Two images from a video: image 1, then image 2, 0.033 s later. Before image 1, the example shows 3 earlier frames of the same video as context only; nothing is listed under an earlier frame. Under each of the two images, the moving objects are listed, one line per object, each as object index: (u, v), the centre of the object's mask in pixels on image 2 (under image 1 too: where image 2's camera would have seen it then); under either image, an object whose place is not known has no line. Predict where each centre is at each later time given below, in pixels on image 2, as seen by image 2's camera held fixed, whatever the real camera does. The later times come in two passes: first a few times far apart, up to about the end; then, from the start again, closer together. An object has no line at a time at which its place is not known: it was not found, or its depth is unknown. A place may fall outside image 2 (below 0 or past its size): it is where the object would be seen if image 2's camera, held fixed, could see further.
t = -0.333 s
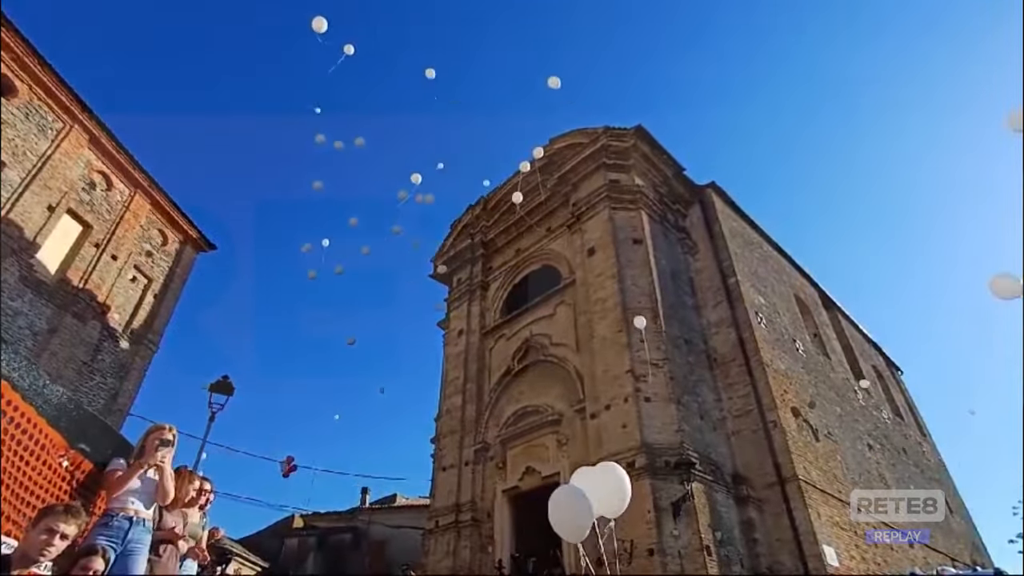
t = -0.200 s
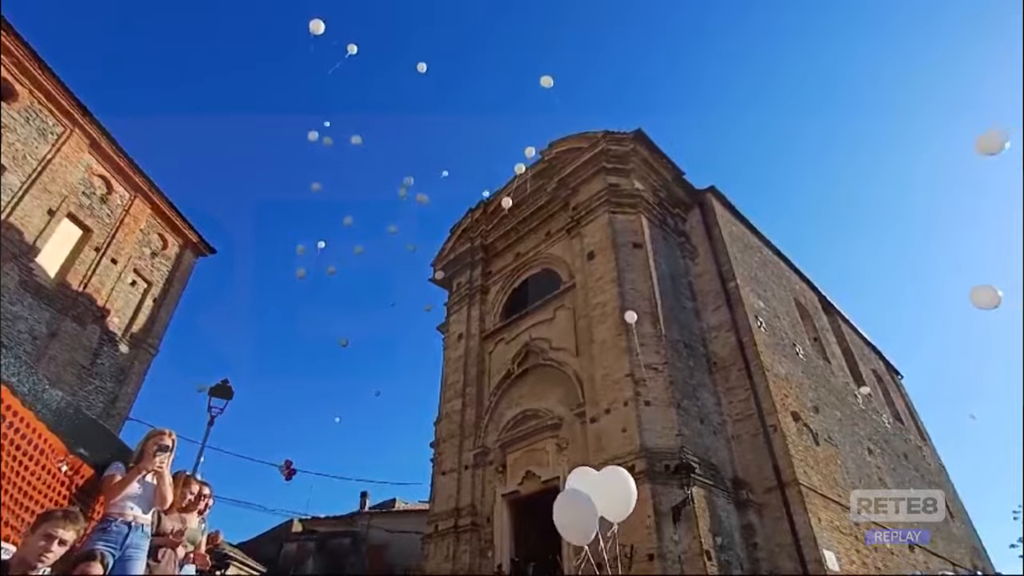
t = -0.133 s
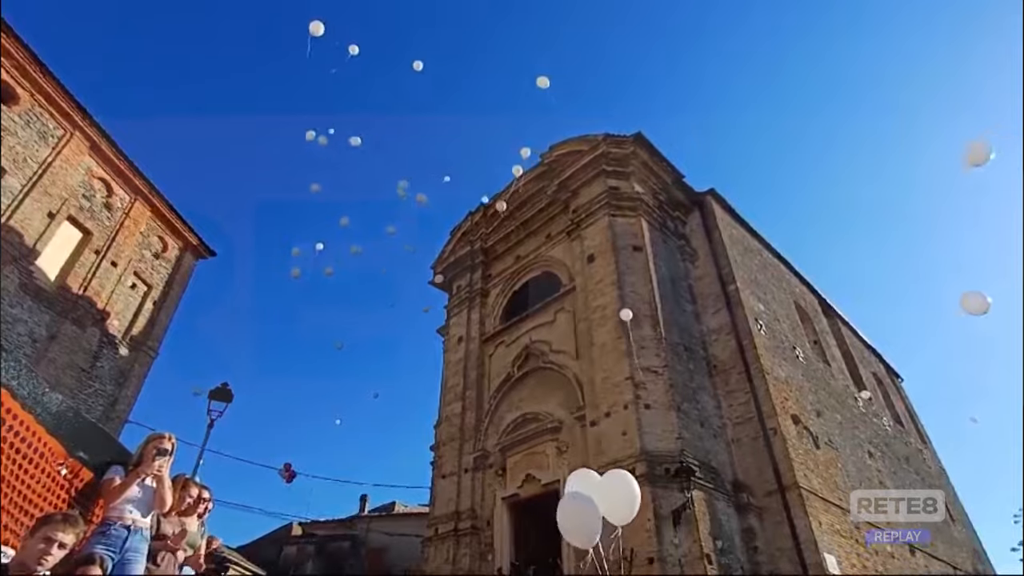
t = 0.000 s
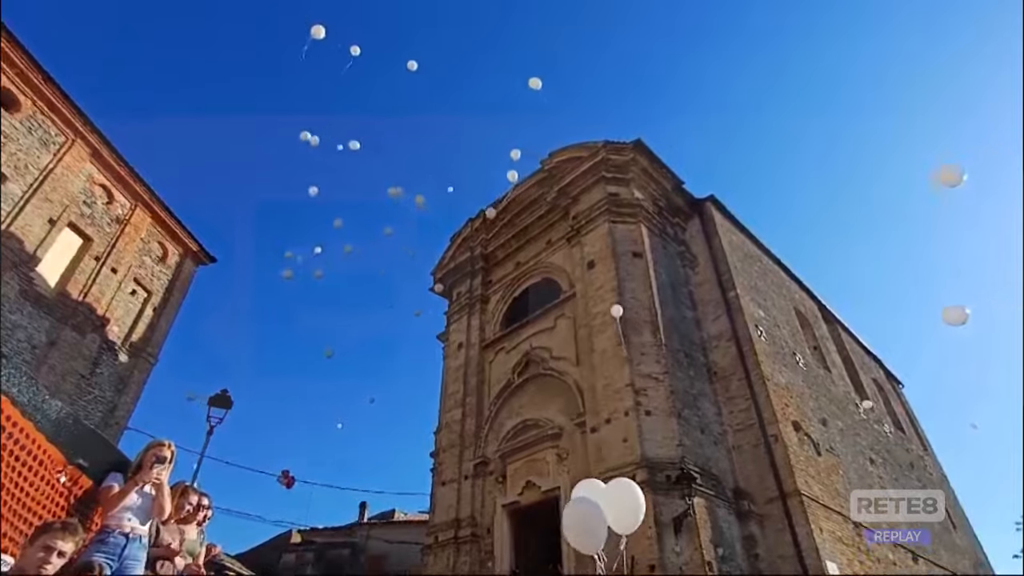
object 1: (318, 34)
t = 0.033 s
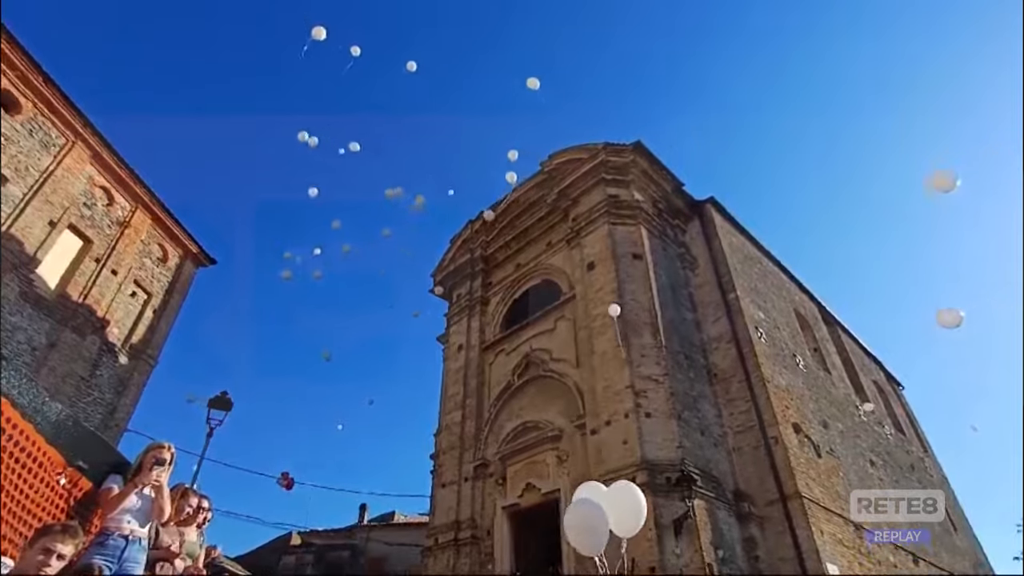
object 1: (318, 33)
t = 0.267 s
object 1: (327, 28)
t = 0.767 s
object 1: (348, 6)
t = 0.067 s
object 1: (319, 32)
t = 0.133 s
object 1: (322, 31)
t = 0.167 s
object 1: (323, 30)
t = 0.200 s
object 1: (325, 30)
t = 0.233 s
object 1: (326, 29)
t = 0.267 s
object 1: (327, 28)
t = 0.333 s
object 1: (331, 27)
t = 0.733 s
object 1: (348, 8)
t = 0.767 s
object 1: (348, 6)
